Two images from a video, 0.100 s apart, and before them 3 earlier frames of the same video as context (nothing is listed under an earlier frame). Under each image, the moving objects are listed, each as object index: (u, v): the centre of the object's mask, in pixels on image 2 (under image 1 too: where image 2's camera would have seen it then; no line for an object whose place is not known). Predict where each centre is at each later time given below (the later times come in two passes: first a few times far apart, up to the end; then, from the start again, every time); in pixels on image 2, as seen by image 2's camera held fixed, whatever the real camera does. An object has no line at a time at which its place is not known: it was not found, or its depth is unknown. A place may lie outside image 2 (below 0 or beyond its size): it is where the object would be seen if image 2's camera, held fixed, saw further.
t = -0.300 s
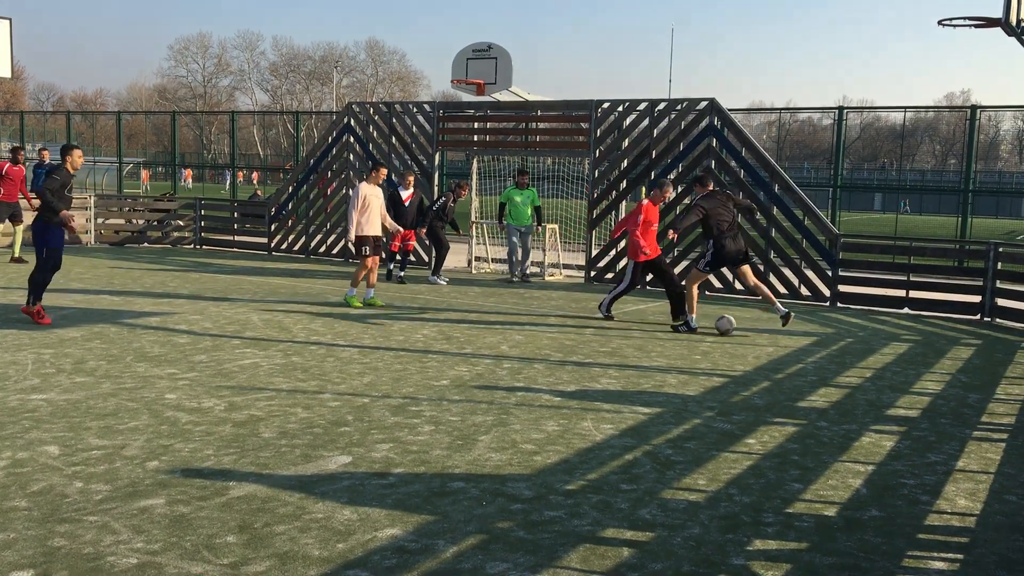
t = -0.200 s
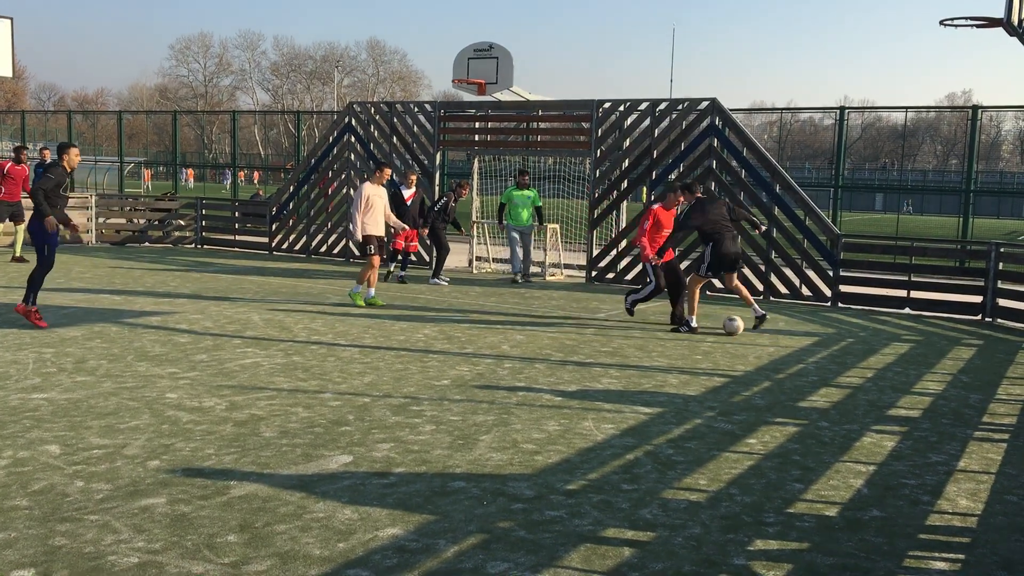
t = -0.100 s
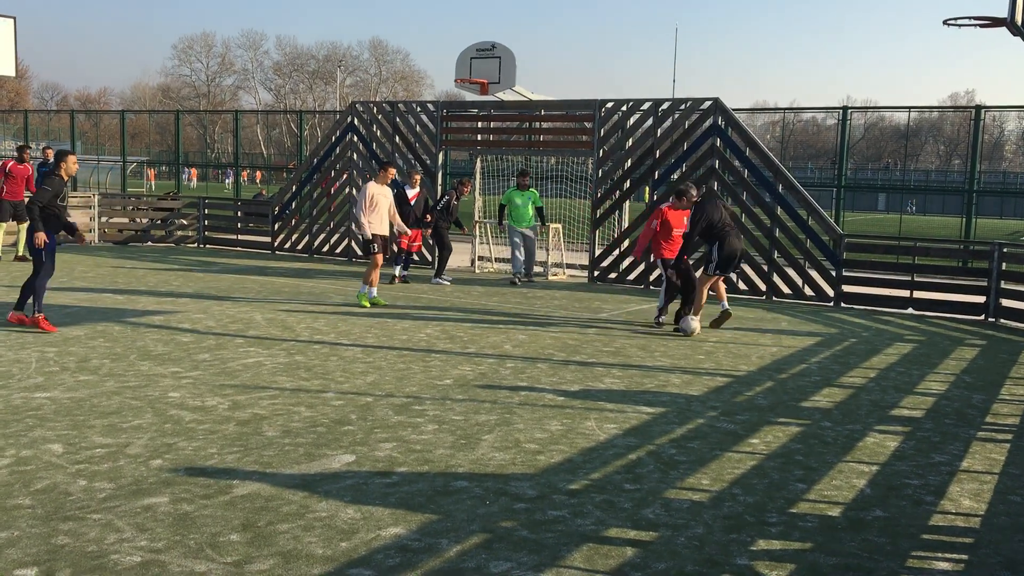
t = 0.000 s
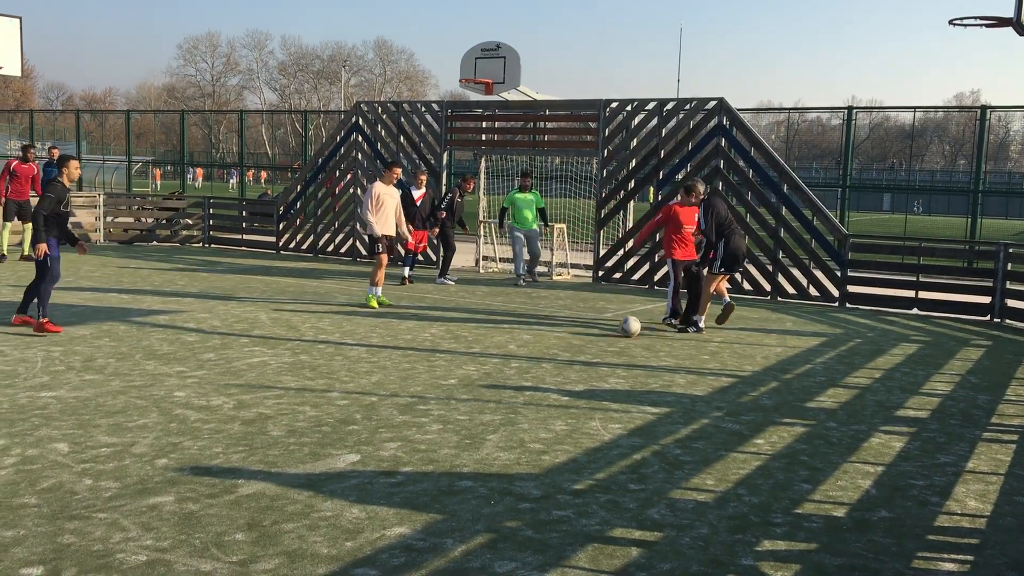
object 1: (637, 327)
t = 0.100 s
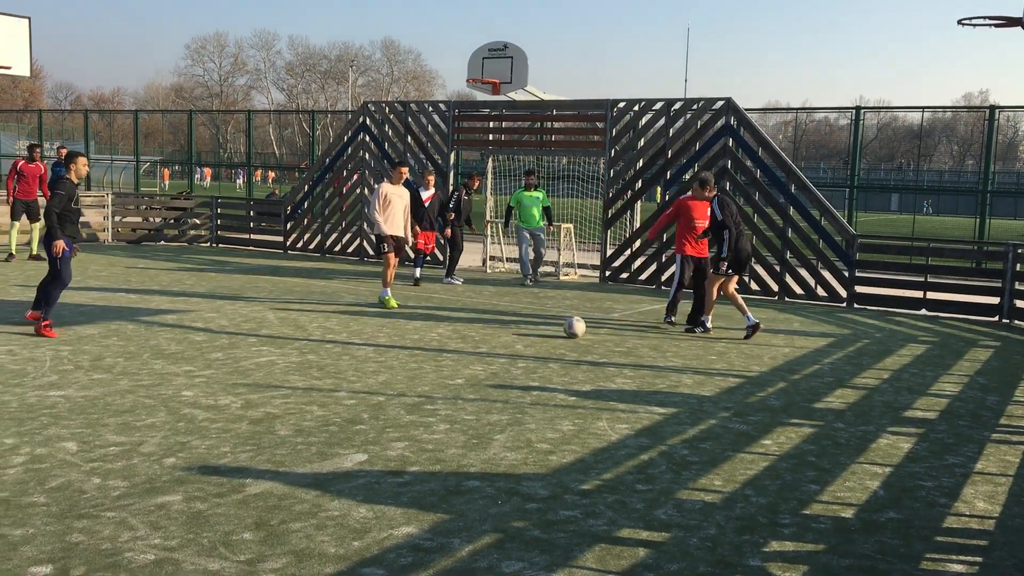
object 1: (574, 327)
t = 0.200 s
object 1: (514, 328)
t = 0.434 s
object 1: (385, 329)
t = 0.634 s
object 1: (287, 331)
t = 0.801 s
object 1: (209, 332)
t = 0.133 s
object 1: (554, 328)
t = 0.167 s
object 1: (534, 328)
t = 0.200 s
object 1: (514, 328)
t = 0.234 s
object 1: (494, 328)
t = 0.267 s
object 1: (476, 328)
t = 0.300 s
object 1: (457, 329)
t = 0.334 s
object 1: (438, 329)
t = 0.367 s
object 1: (420, 329)
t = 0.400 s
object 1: (402, 329)
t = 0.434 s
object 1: (385, 329)
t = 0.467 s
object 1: (367, 330)
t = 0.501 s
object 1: (351, 330)
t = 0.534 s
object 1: (334, 331)
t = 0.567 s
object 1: (318, 331)
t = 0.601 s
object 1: (303, 331)
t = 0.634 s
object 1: (287, 331)
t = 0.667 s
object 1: (271, 332)
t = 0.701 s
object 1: (256, 332)
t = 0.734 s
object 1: (240, 332)
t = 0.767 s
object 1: (224, 332)
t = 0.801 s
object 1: (209, 332)
